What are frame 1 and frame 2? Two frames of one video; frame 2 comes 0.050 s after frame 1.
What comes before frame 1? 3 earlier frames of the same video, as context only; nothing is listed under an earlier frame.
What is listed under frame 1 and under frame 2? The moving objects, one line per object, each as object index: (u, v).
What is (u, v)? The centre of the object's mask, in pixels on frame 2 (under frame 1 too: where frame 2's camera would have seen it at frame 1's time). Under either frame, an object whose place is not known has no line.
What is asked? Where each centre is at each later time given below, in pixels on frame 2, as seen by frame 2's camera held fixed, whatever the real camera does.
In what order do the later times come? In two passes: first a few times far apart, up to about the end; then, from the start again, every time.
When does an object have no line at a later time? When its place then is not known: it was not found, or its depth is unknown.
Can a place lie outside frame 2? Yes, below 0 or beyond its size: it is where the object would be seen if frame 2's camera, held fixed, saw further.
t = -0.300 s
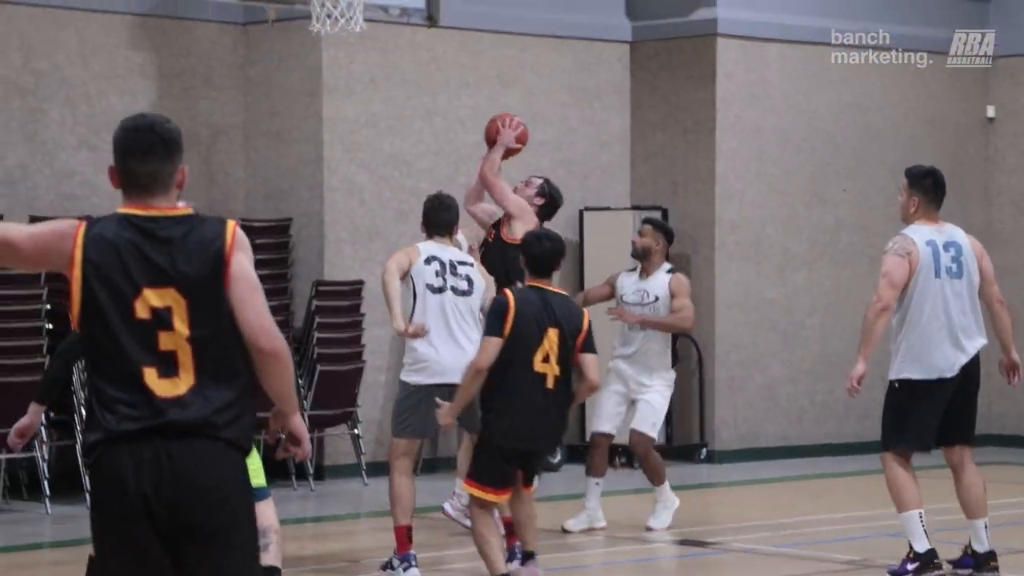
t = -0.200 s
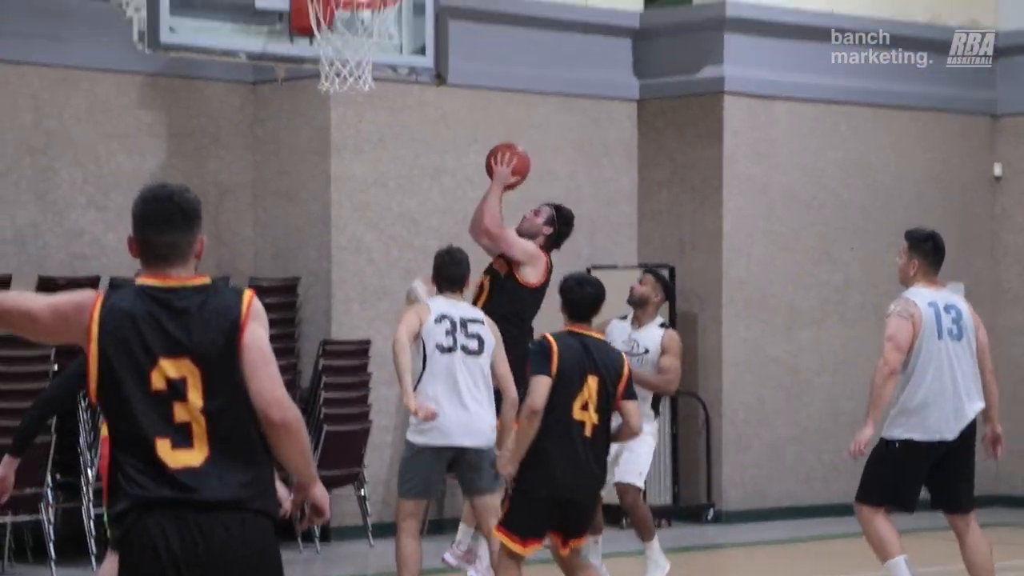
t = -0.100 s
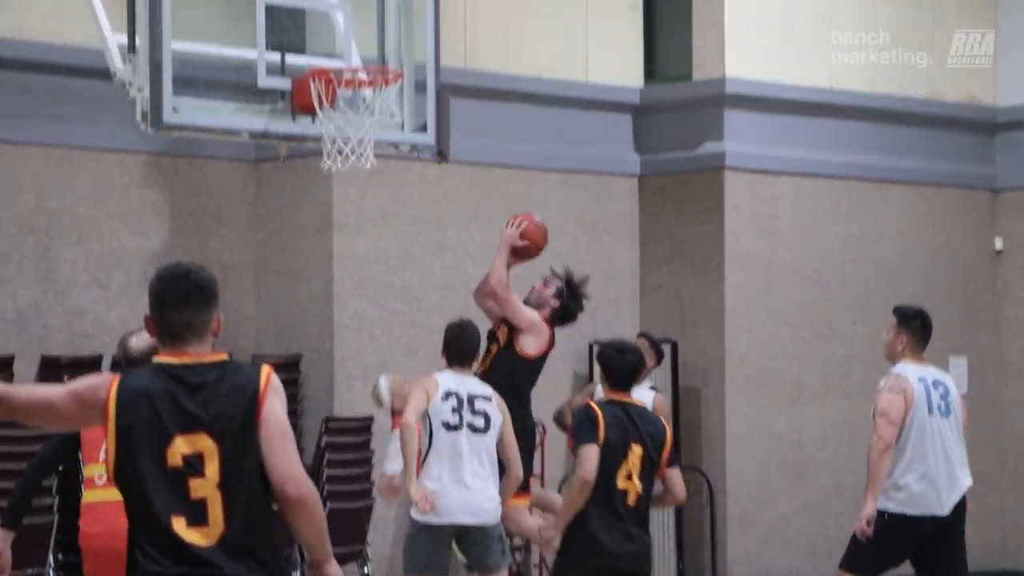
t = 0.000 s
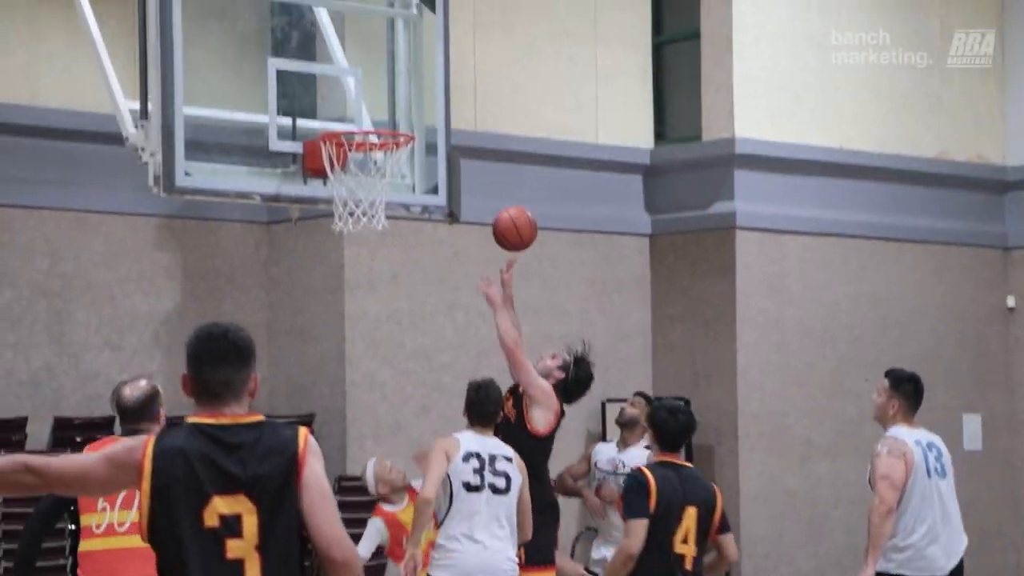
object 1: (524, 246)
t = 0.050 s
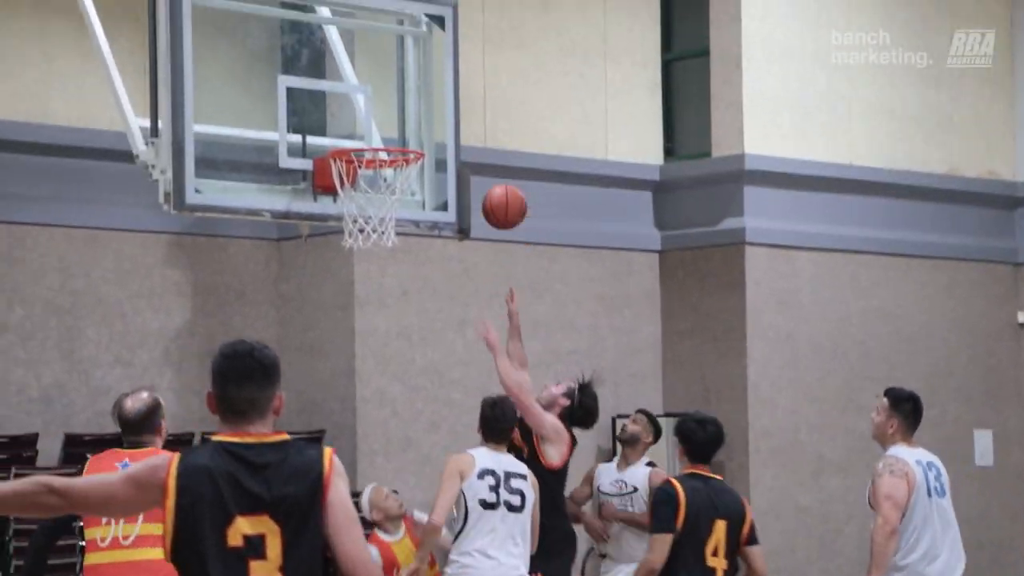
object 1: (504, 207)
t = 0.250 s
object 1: (423, 97)
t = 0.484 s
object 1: (406, 99)
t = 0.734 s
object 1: (370, 134)
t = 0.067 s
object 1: (498, 195)
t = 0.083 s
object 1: (491, 183)
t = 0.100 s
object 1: (485, 173)
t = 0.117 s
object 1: (478, 162)
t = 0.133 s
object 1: (470, 152)
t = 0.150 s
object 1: (463, 142)
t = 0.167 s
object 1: (457, 133)
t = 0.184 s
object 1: (450, 125)
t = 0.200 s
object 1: (443, 117)
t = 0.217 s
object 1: (436, 110)
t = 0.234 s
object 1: (429, 103)
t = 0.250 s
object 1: (423, 97)
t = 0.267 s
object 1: (419, 93)
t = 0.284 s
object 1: (418, 91)
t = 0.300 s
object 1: (416, 88)
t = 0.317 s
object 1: (415, 86)
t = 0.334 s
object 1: (414, 85)
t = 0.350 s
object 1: (413, 84)
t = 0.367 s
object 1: (412, 84)
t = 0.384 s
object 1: (411, 85)
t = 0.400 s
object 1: (410, 86)
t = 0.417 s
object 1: (409, 87)
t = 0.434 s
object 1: (408, 89)
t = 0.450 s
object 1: (407, 92)
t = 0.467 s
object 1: (406, 95)
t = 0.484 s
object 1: (406, 99)
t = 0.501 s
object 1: (404, 102)
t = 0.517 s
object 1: (404, 107)
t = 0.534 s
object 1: (403, 112)
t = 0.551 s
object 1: (402, 118)
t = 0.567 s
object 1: (401, 124)
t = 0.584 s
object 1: (400, 129)
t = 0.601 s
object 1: (399, 132)
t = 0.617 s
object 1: (396, 131)
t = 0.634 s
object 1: (392, 130)
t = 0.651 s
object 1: (388, 130)
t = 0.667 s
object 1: (384, 130)
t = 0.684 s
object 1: (381, 131)
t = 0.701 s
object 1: (377, 131)
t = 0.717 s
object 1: (373, 132)
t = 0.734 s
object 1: (370, 134)
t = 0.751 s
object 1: (366, 136)
